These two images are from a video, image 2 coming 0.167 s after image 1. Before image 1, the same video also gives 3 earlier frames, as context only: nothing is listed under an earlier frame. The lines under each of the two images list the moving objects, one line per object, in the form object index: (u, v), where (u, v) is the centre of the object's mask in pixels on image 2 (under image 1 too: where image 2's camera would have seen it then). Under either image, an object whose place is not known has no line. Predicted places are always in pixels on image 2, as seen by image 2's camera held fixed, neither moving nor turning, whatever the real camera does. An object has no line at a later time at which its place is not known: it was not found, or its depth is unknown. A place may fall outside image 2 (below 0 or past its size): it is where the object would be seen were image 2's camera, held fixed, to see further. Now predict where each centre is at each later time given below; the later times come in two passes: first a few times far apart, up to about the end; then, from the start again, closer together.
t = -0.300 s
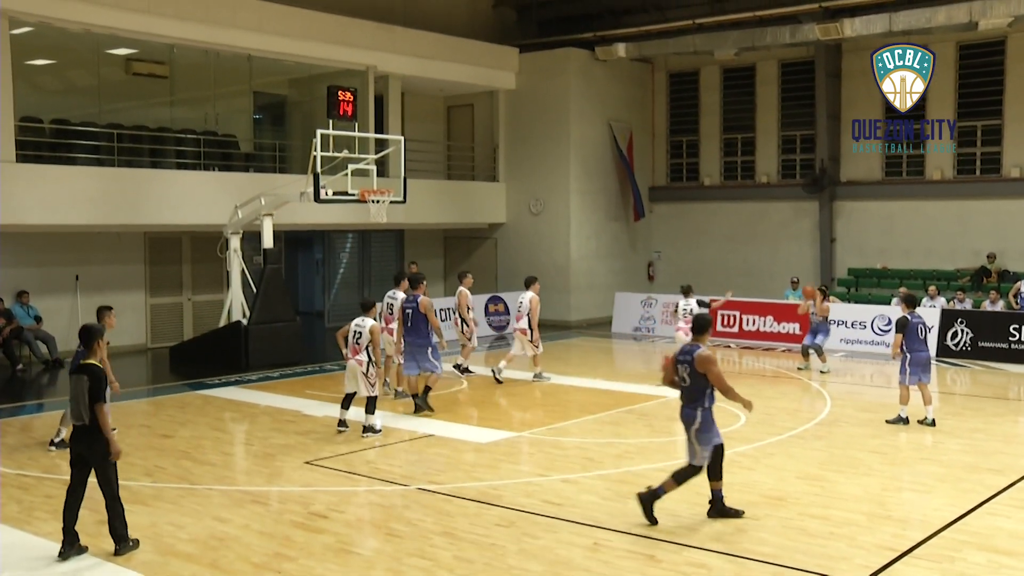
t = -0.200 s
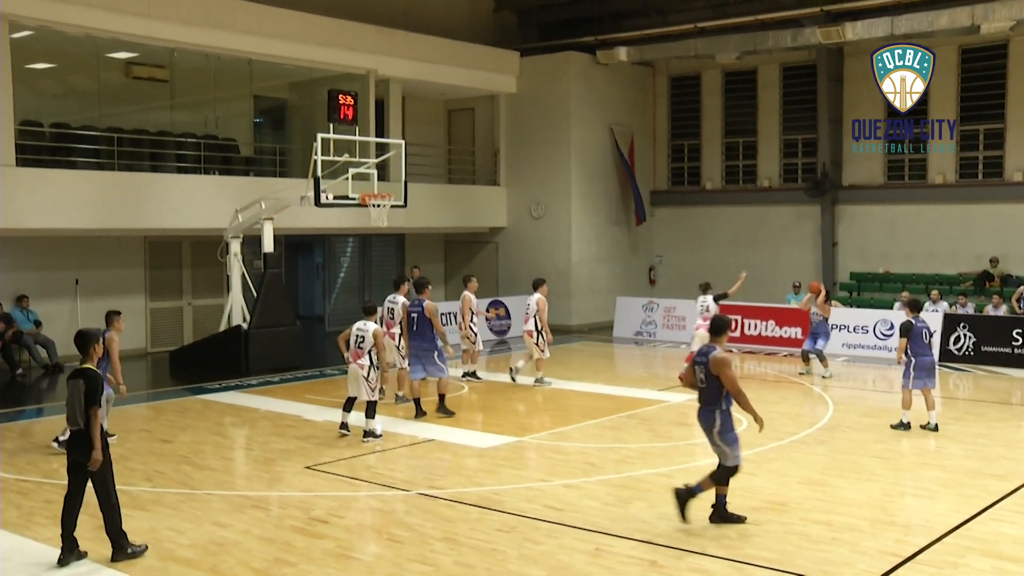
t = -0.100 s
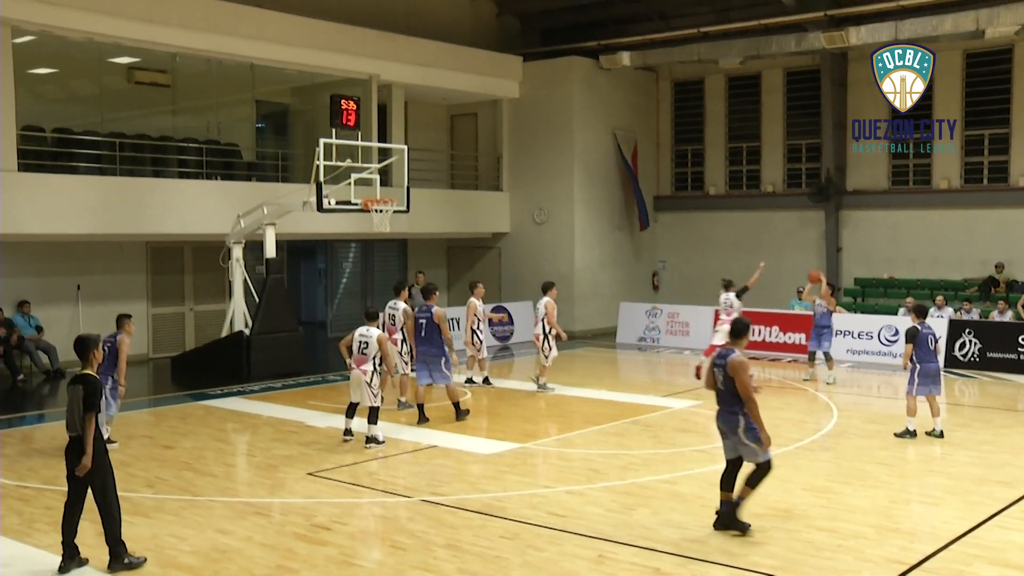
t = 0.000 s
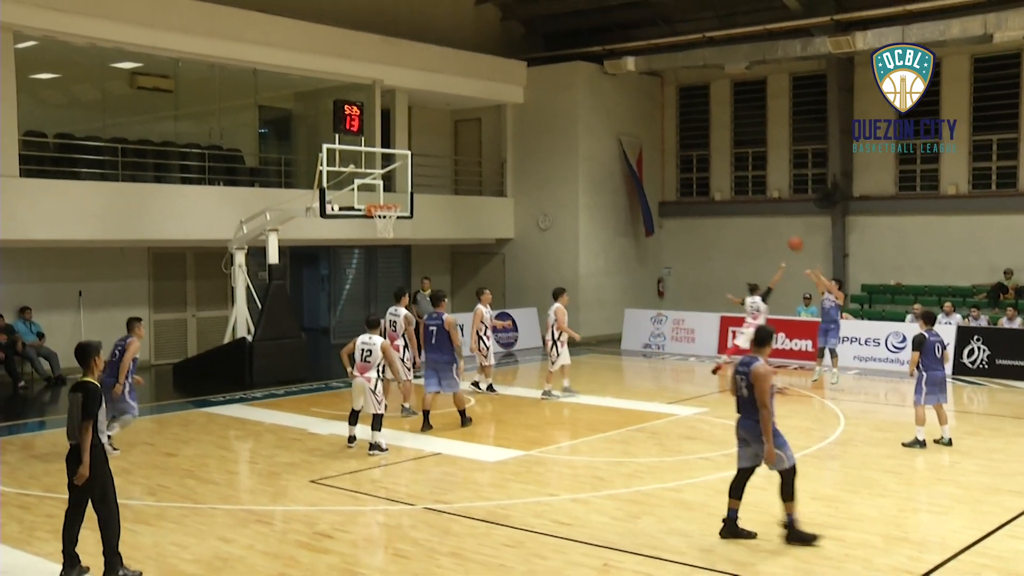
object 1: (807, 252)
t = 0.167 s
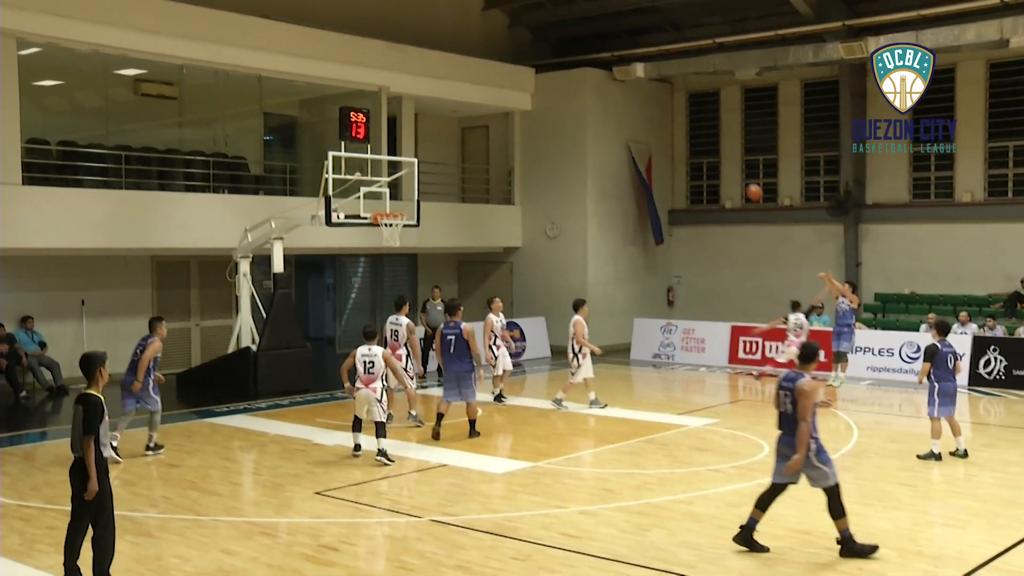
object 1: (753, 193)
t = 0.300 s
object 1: (712, 155)
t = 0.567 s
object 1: (624, 114)
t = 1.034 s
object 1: (471, 146)
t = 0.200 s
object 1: (744, 182)
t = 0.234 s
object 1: (733, 172)
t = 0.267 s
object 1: (722, 162)
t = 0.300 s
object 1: (712, 155)
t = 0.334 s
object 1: (701, 148)
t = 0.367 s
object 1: (691, 141)
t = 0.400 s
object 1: (680, 135)
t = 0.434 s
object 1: (669, 129)
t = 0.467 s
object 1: (658, 124)
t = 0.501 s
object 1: (646, 119)
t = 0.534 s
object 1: (635, 117)
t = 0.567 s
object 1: (624, 114)
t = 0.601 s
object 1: (613, 112)
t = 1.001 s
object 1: (483, 138)
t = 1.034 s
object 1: (471, 146)
